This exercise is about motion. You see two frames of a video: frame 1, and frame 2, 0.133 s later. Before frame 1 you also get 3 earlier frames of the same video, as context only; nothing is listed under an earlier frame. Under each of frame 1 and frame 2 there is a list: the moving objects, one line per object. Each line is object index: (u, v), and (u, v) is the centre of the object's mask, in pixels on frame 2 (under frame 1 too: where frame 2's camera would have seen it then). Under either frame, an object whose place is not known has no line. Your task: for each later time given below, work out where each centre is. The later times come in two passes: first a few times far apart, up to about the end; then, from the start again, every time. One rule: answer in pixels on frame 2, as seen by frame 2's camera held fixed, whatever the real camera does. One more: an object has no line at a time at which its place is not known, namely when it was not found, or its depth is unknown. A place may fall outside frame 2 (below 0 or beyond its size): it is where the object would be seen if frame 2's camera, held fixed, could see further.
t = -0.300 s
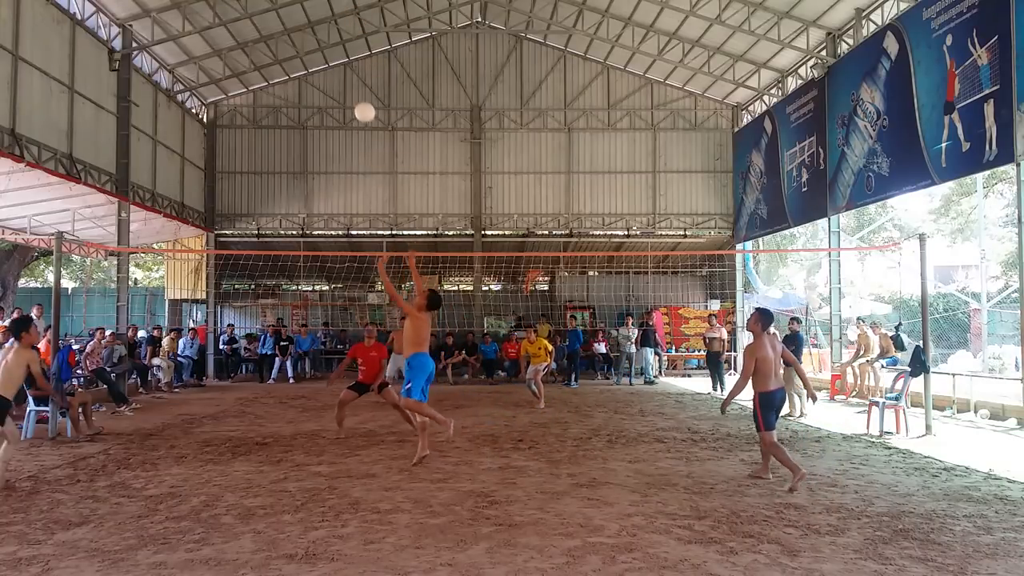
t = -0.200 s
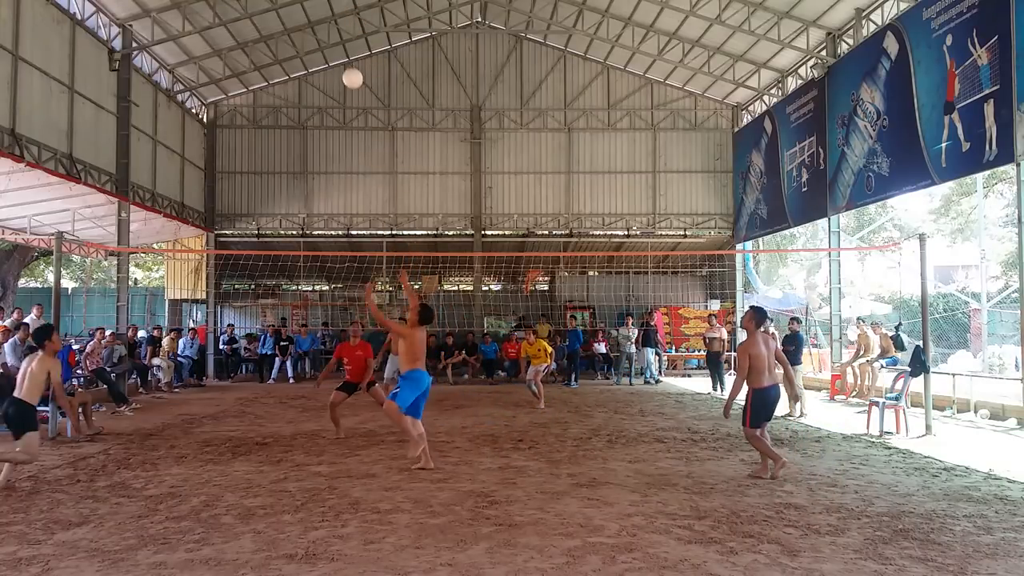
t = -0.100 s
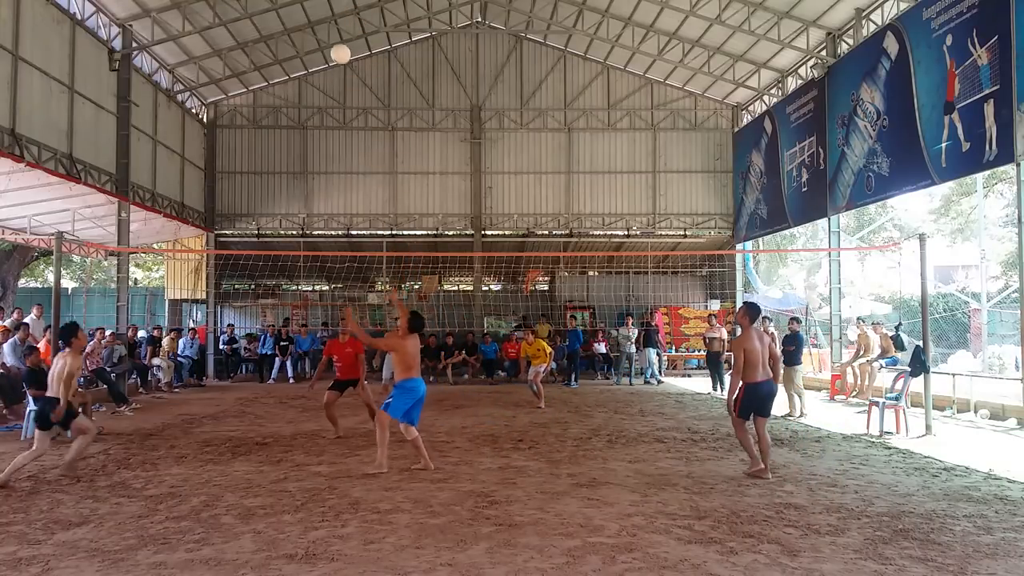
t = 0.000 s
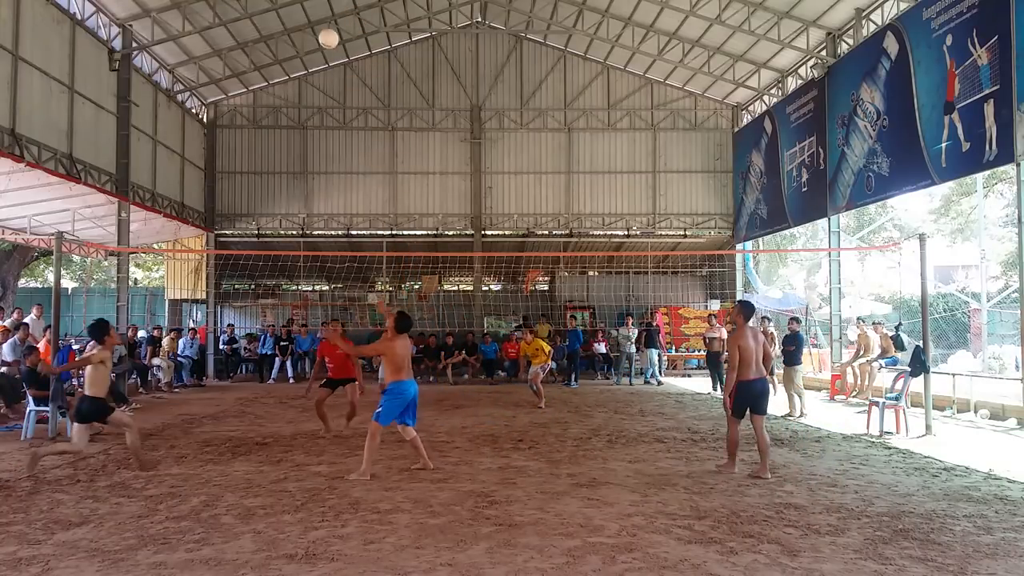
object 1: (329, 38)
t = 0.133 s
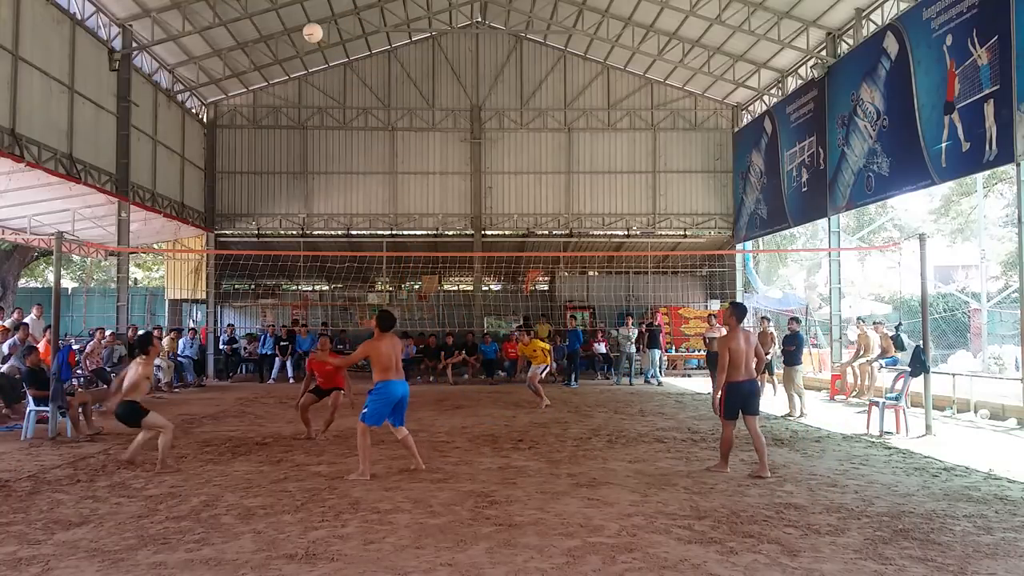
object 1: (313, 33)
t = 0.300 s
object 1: (293, 47)
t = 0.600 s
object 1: (260, 131)
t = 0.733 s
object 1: (245, 191)
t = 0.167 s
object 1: (309, 34)
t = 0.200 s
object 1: (305, 35)
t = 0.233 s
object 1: (301, 38)
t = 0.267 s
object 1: (297, 42)
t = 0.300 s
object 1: (293, 47)
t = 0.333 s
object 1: (289, 52)
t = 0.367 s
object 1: (286, 59)
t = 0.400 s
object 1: (282, 66)
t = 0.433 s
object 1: (278, 75)
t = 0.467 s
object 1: (275, 84)
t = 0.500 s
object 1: (271, 94)
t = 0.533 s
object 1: (267, 106)
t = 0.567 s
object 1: (264, 118)
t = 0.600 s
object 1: (260, 131)
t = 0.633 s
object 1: (256, 145)
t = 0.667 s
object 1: (252, 160)
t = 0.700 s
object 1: (248, 175)
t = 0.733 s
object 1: (245, 191)
